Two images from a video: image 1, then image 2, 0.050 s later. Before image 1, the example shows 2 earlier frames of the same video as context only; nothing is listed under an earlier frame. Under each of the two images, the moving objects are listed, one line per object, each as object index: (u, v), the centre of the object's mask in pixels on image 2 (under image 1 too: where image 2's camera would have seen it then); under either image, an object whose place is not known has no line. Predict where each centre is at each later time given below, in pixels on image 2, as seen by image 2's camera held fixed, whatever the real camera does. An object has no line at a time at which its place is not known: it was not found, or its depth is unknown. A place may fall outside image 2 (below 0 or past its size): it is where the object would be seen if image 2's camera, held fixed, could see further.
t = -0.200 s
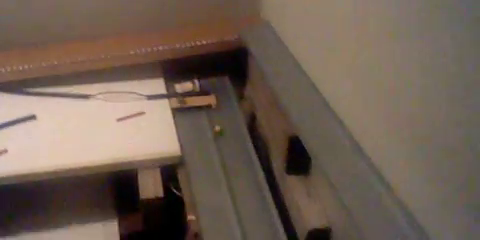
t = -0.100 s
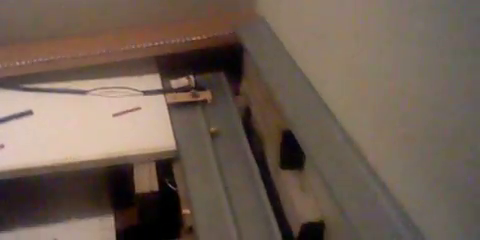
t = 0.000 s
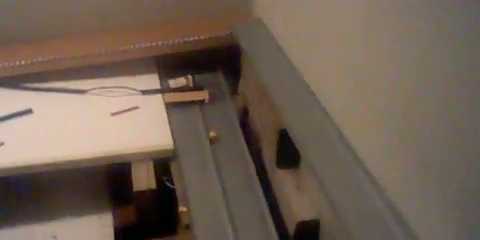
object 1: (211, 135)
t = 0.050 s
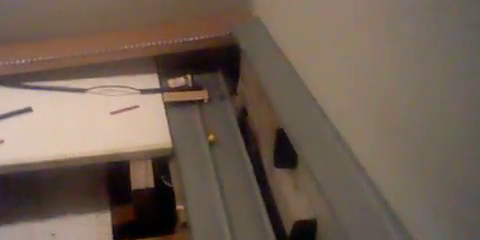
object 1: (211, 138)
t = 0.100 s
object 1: (212, 141)
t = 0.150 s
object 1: (213, 144)
